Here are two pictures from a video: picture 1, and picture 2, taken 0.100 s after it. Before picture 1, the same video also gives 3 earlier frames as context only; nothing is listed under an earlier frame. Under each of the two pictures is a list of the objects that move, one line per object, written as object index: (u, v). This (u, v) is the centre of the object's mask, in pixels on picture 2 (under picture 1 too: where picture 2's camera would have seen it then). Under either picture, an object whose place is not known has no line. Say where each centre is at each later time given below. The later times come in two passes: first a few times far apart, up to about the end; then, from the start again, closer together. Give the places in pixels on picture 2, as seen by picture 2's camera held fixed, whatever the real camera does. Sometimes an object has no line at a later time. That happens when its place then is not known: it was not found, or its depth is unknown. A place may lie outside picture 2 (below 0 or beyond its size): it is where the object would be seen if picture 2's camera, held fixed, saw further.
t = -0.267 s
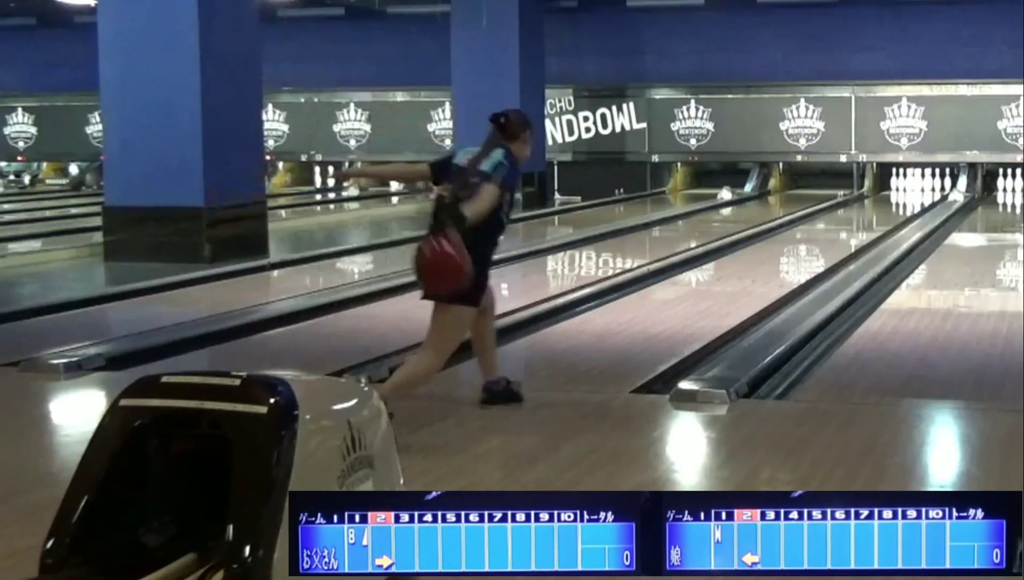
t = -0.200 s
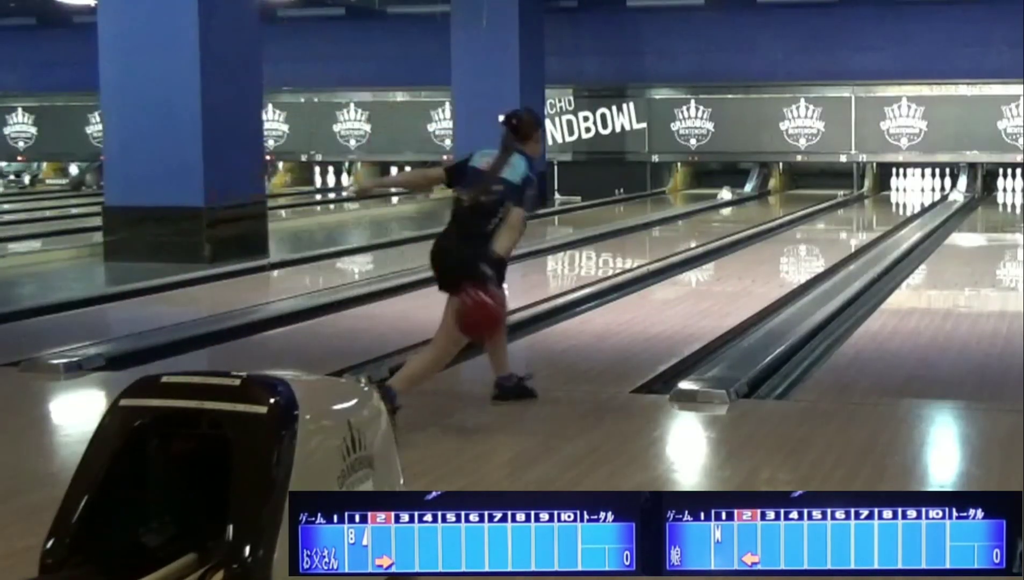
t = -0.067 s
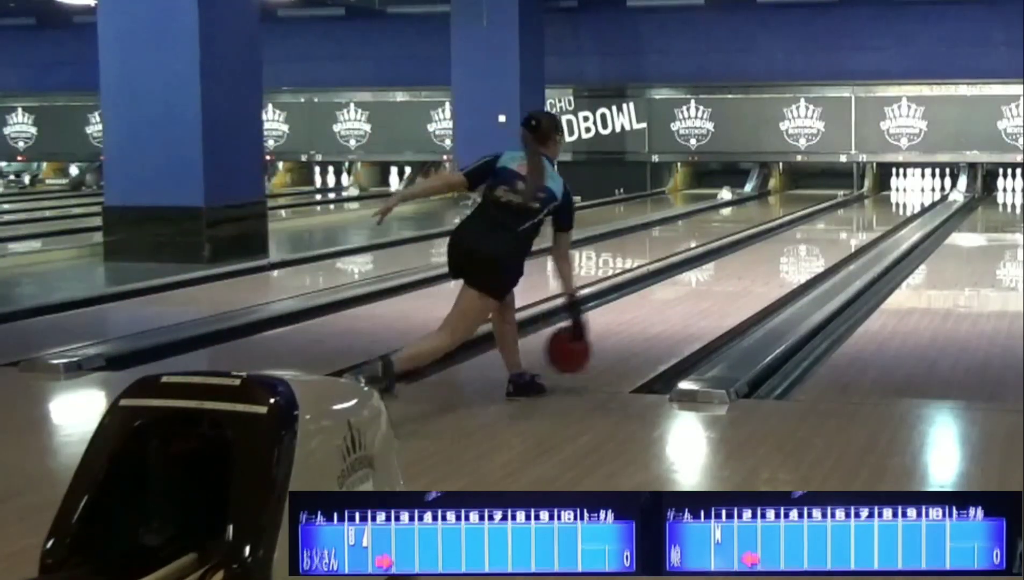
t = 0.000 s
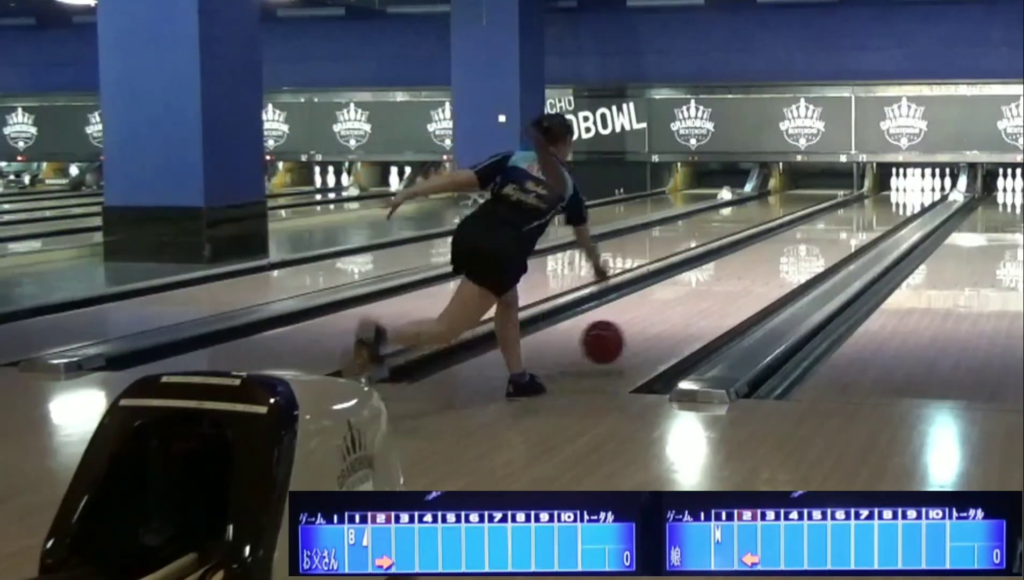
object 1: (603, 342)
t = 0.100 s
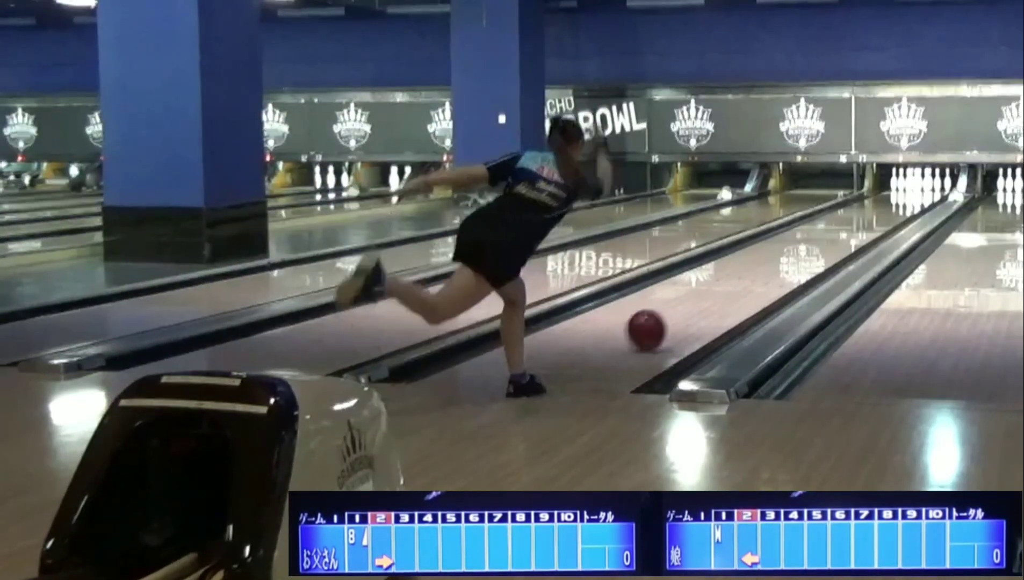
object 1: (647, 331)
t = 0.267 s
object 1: (704, 306)
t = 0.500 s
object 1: (762, 277)
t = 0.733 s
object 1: (805, 257)
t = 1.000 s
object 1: (840, 239)
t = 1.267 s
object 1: (866, 225)
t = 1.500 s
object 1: (883, 217)
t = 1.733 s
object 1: (898, 209)
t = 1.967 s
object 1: (909, 203)
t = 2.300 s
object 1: (919, 195)
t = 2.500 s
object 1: (922, 191)
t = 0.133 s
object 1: (659, 325)
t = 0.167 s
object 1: (671, 321)
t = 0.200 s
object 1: (683, 316)
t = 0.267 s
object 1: (704, 306)
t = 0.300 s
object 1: (714, 301)
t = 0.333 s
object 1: (722, 297)
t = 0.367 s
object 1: (731, 292)
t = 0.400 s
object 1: (740, 288)
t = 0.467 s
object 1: (755, 281)
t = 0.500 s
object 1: (762, 277)
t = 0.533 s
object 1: (769, 274)
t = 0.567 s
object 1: (775, 271)
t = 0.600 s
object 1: (782, 267)
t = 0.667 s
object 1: (793, 262)
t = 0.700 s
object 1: (799, 259)
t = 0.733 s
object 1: (805, 257)
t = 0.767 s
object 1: (809, 255)
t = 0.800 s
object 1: (814, 252)
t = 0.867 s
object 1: (823, 248)
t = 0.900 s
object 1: (828, 245)
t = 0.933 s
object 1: (832, 243)
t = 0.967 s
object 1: (836, 241)
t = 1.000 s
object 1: (840, 239)
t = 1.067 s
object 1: (847, 235)
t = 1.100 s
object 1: (850, 234)
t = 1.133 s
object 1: (853, 232)
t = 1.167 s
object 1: (857, 230)
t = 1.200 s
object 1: (860, 229)
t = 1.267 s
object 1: (866, 225)
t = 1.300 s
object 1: (868, 224)
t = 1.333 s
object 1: (872, 222)
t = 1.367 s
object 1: (873, 222)
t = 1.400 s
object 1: (876, 220)
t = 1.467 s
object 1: (881, 218)
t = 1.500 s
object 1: (883, 217)
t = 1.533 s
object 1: (885, 215)
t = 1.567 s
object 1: (886, 215)
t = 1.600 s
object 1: (890, 213)
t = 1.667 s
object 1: (894, 211)
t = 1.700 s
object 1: (895, 210)
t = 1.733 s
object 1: (898, 209)
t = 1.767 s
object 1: (899, 208)
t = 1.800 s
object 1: (901, 207)
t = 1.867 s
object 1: (904, 205)
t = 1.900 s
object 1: (905, 205)
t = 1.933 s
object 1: (907, 203)
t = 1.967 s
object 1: (909, 203)
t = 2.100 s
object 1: (914, 199)
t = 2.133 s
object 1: (915, 198)
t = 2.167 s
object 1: (916, 197)
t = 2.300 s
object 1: (919, 195)
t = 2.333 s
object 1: (920, 194)
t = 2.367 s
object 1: (921, 193)
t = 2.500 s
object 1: (922, 191)
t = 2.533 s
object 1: (922, 191)
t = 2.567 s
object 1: (922, 190)
